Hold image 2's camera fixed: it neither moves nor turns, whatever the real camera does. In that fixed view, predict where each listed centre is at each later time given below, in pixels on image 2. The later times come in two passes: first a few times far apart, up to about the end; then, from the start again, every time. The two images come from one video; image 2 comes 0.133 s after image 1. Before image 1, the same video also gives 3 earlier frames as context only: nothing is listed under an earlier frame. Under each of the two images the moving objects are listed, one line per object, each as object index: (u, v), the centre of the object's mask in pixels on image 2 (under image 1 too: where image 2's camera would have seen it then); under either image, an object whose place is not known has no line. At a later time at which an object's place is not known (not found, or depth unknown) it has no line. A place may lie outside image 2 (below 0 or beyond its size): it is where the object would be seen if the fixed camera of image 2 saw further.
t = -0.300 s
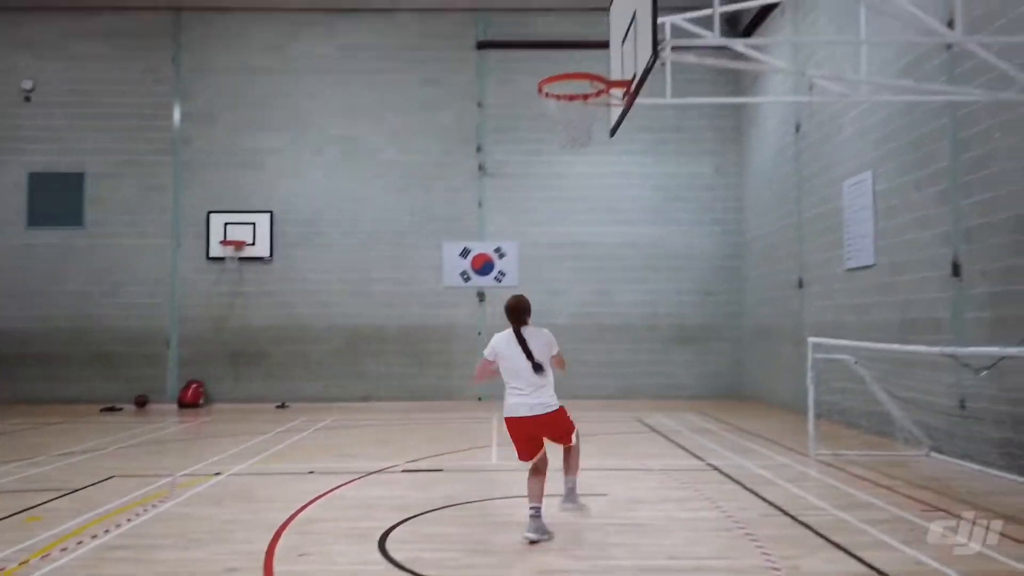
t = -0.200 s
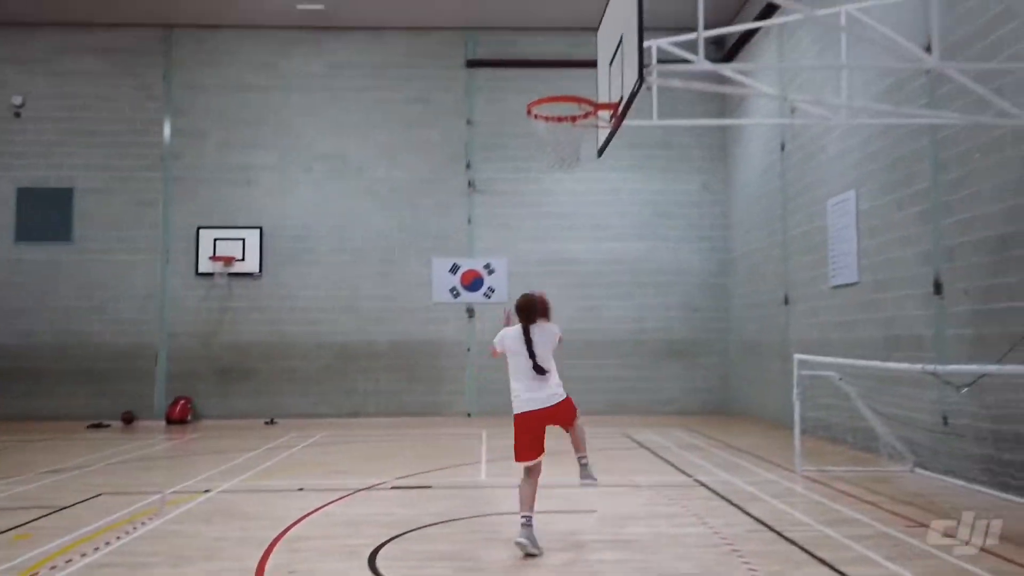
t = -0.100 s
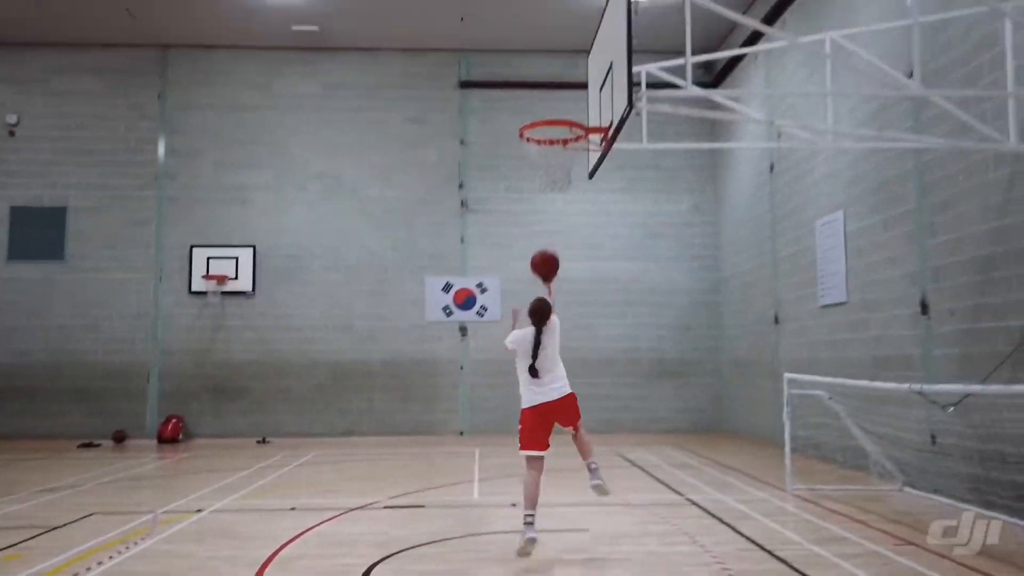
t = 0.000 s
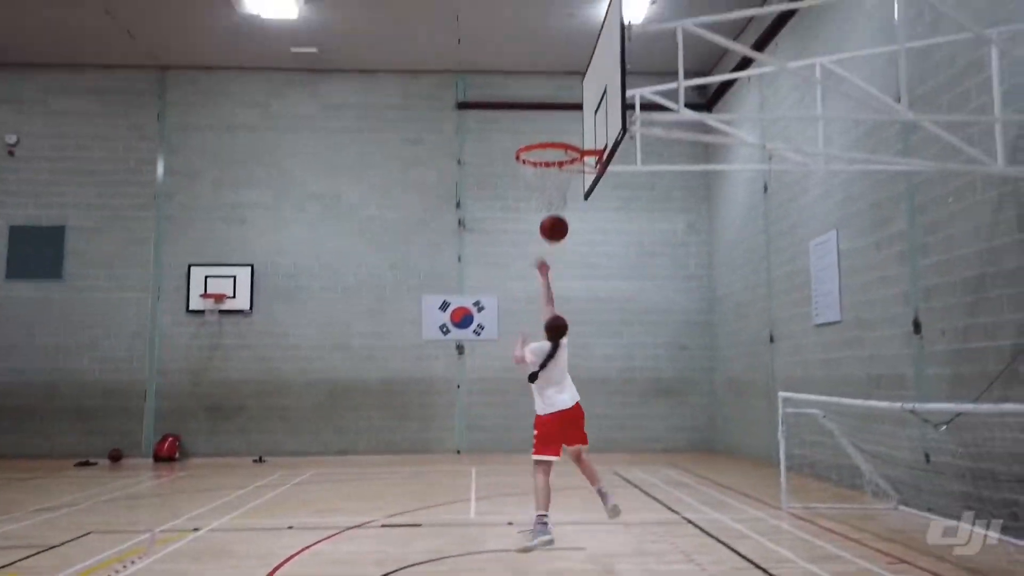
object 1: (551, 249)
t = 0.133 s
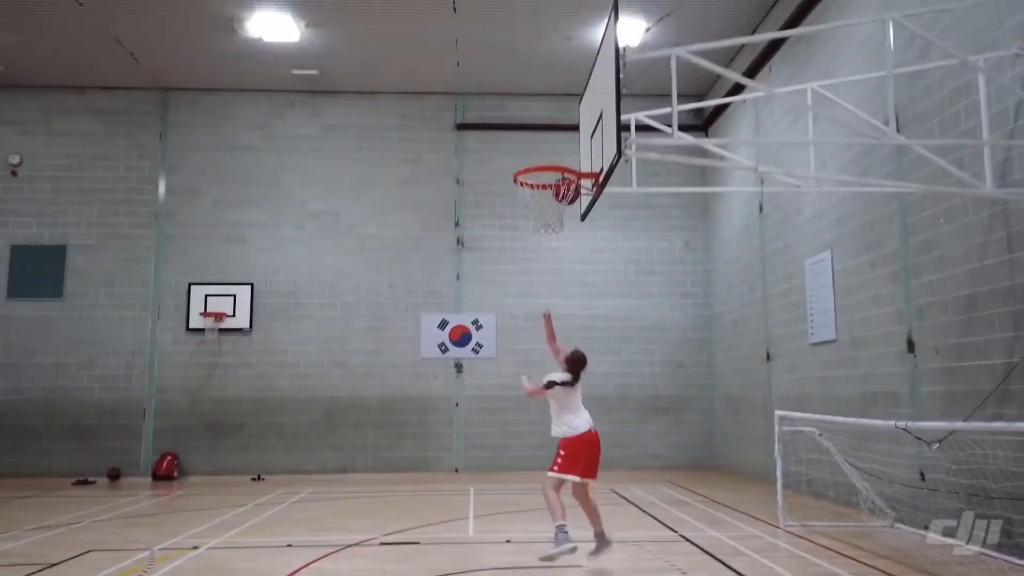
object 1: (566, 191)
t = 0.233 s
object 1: (575, 159)
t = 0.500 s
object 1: (555, 143)
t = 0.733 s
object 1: (540, 198)
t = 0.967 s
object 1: (545, 257)
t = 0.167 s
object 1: (562, 178)
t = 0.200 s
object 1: (575, 164)
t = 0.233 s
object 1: (575, 159)
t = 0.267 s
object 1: (572, 154)
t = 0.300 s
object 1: (569, 149)
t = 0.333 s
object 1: (567, 144)
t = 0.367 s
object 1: (565, 142)
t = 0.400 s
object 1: (562, 140)
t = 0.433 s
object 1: (560, 140)
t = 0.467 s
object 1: (558, 141)
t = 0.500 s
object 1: (555, 143)
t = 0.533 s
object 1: (552, 148)
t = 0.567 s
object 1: (550, 153)
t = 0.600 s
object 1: (548, 158)
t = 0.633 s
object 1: (546, 167)
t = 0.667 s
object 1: (544, 180)
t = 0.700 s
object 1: (542, 191)
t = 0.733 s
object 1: (540, 198)
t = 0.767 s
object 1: (541, 209)
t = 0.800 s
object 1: (538, 222)
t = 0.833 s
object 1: (538, 224)
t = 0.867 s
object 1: (540, 230)
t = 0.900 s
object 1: (543, 236)
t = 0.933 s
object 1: (545, 246)
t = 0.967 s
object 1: (545, 257)
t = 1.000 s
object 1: (546, 269)
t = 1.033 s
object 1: (547, 283)
